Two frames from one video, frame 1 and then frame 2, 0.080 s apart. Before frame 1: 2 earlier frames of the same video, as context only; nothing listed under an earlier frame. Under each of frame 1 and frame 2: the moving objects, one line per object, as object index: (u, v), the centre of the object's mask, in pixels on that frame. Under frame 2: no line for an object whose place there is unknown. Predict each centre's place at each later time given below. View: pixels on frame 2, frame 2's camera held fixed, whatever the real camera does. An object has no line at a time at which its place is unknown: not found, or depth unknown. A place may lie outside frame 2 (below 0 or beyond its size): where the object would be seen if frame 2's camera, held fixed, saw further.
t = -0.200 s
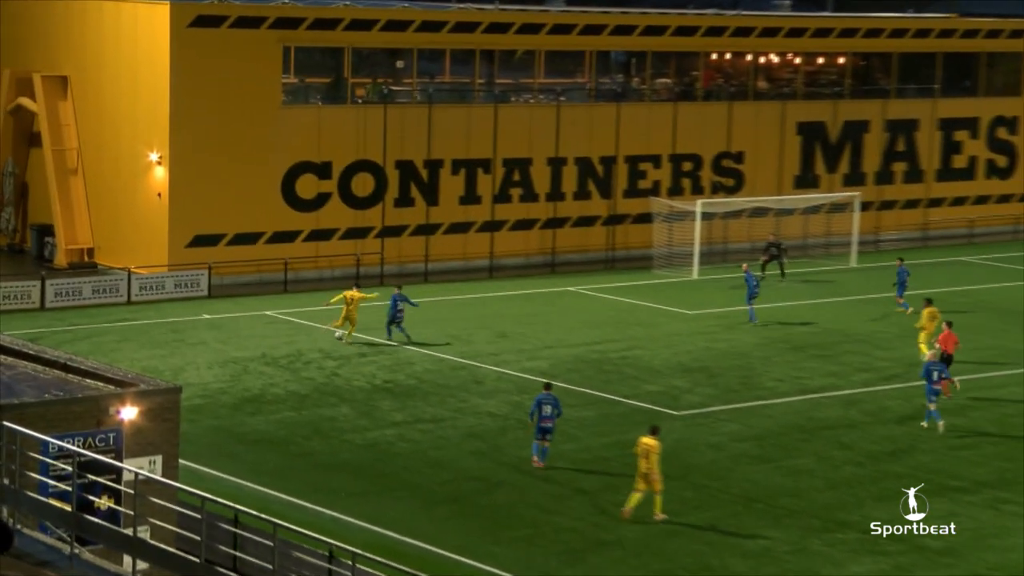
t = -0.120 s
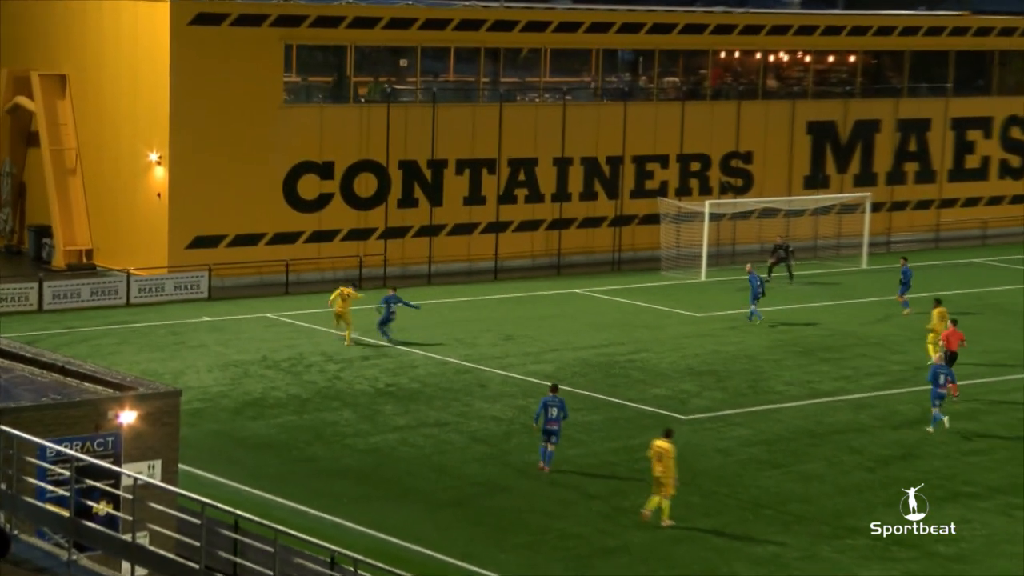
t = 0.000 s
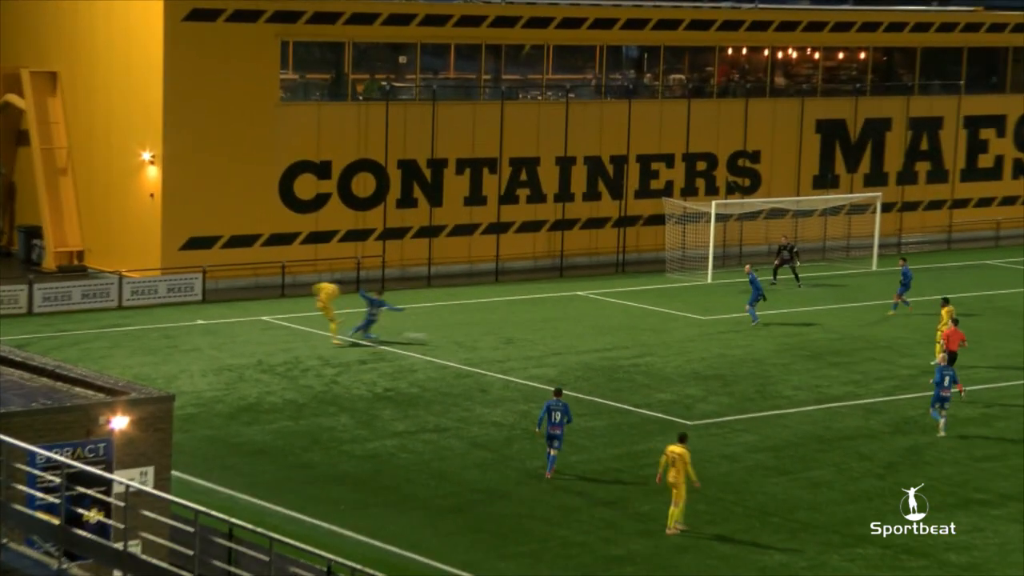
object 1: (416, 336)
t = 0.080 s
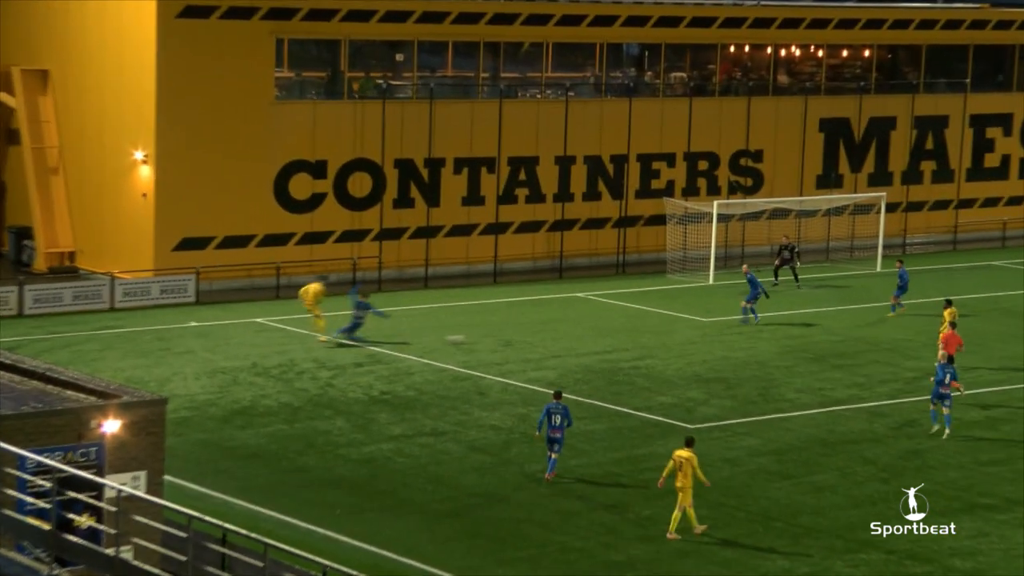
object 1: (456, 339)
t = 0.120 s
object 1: (475, 337)
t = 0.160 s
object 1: (495, 336)
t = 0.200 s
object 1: (515, 337)
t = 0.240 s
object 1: (534, 337)
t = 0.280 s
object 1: (552, 337)
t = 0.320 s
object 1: (570, 336)
